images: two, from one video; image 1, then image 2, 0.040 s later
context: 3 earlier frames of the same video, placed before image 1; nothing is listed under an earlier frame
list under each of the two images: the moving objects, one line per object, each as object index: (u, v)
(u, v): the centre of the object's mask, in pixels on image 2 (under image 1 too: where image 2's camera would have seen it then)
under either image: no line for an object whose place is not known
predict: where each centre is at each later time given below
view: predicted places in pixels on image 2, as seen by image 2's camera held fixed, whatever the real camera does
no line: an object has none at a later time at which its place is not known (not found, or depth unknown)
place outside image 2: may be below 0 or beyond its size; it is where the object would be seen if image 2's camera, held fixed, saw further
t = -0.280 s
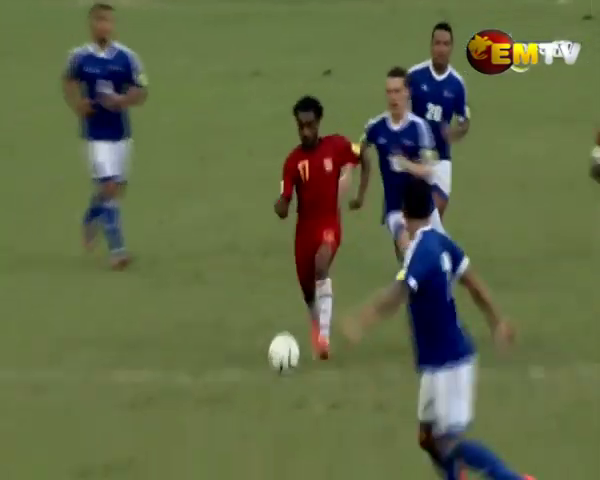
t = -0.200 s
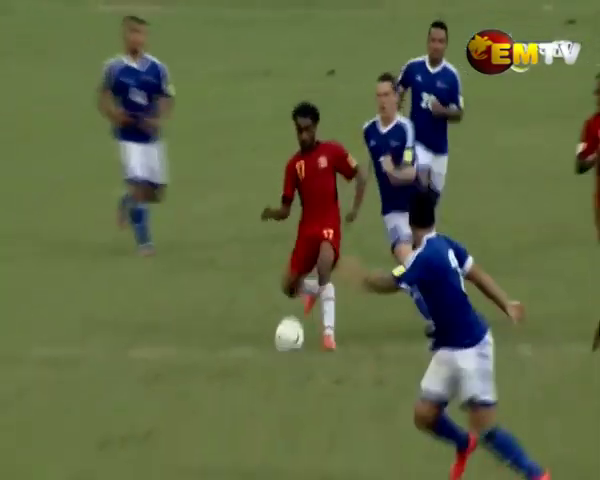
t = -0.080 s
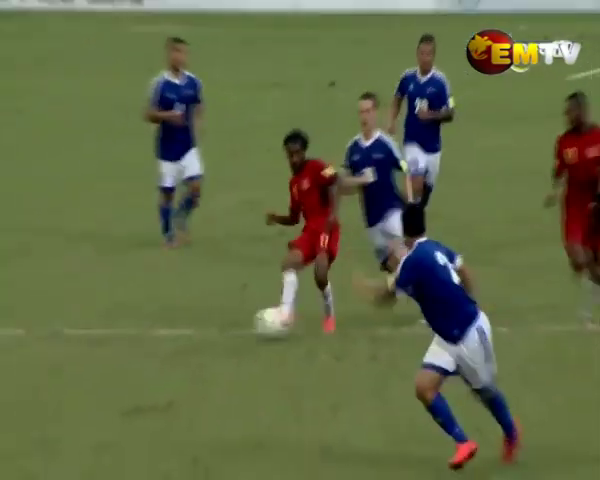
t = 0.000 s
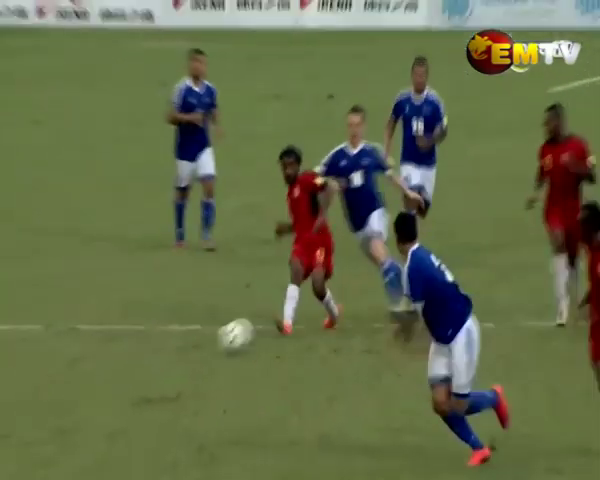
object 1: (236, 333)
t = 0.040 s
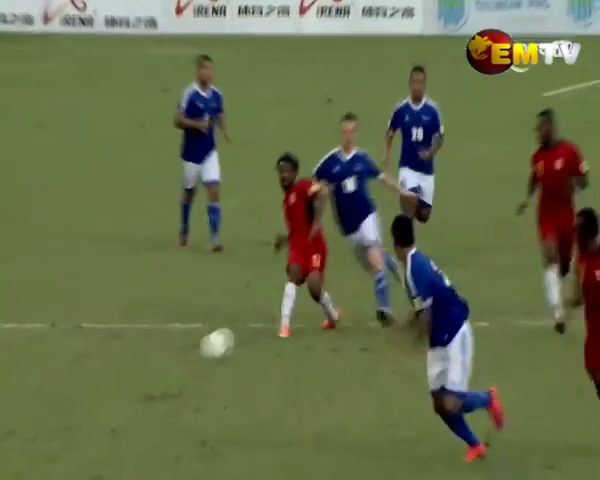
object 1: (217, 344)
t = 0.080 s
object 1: (200, 354)
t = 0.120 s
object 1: (182, 359)
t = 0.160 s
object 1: (168, 362)
